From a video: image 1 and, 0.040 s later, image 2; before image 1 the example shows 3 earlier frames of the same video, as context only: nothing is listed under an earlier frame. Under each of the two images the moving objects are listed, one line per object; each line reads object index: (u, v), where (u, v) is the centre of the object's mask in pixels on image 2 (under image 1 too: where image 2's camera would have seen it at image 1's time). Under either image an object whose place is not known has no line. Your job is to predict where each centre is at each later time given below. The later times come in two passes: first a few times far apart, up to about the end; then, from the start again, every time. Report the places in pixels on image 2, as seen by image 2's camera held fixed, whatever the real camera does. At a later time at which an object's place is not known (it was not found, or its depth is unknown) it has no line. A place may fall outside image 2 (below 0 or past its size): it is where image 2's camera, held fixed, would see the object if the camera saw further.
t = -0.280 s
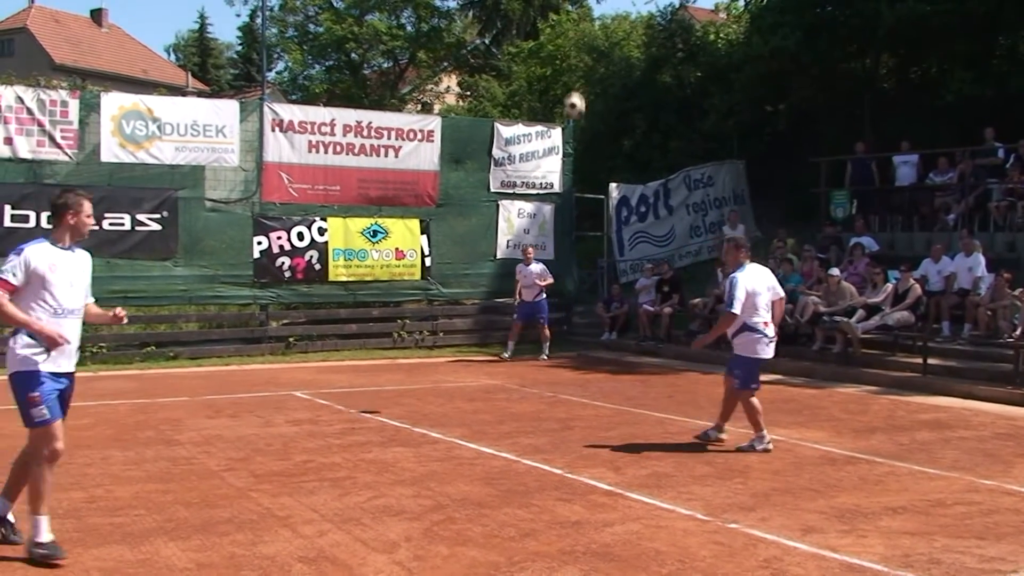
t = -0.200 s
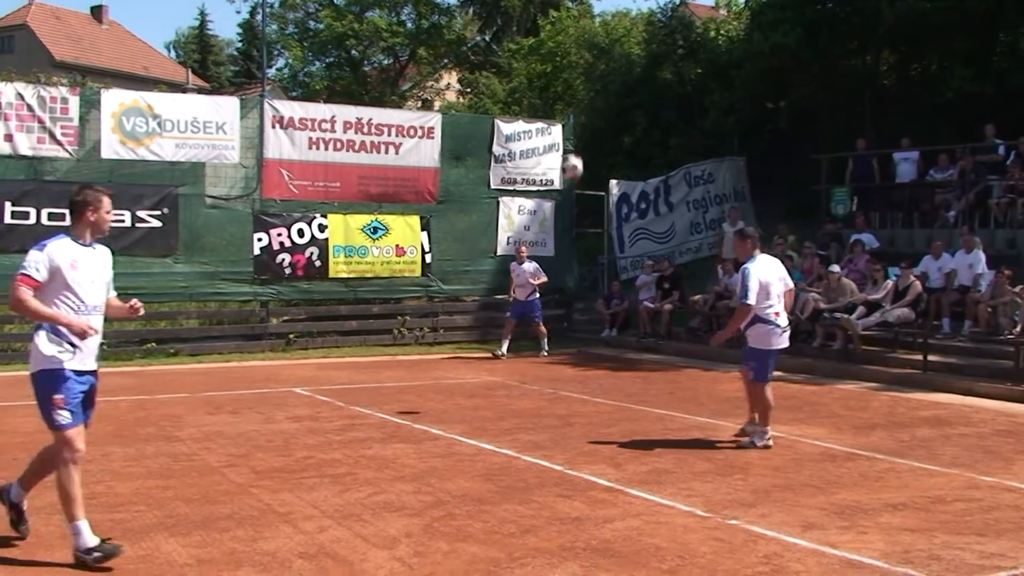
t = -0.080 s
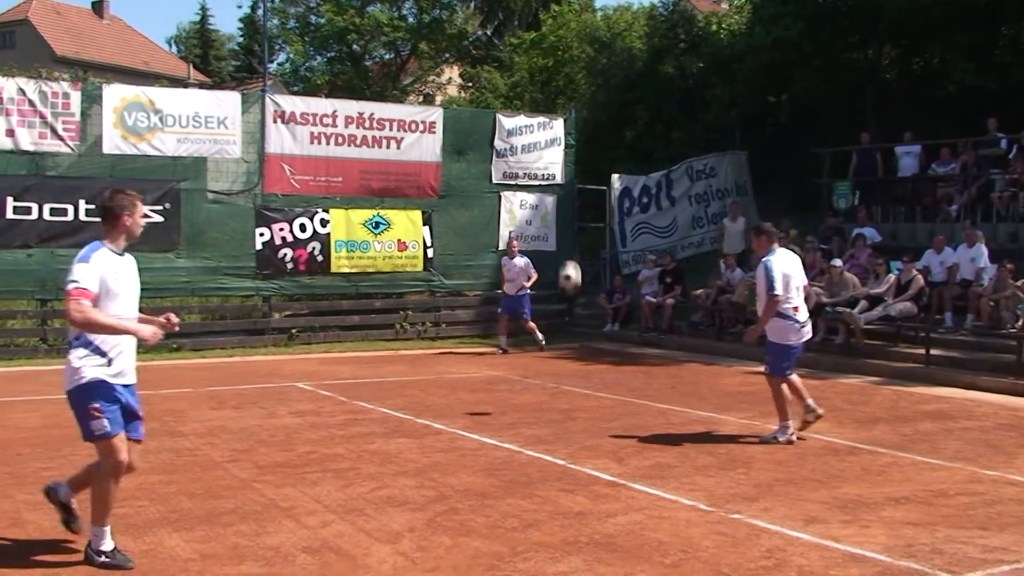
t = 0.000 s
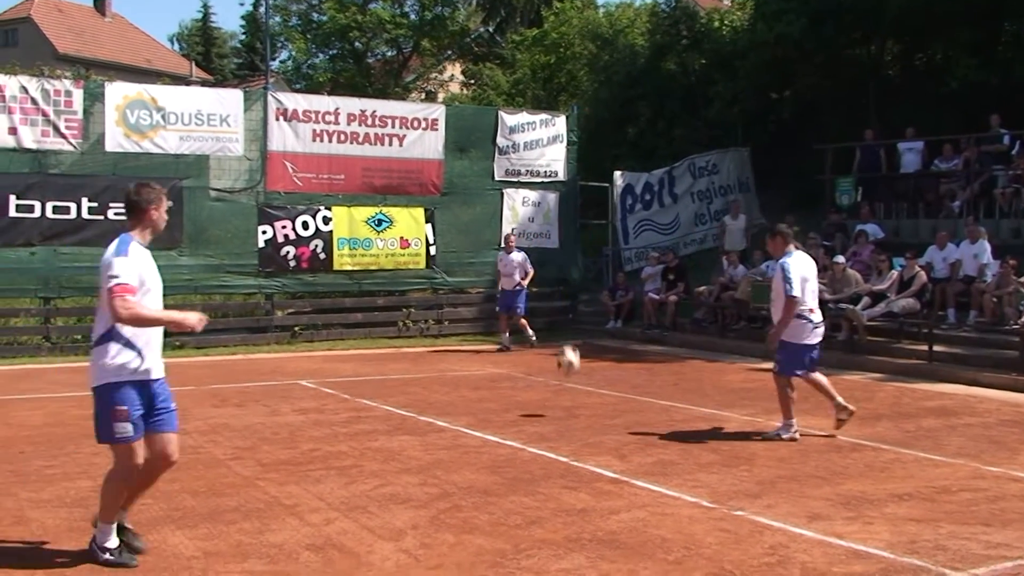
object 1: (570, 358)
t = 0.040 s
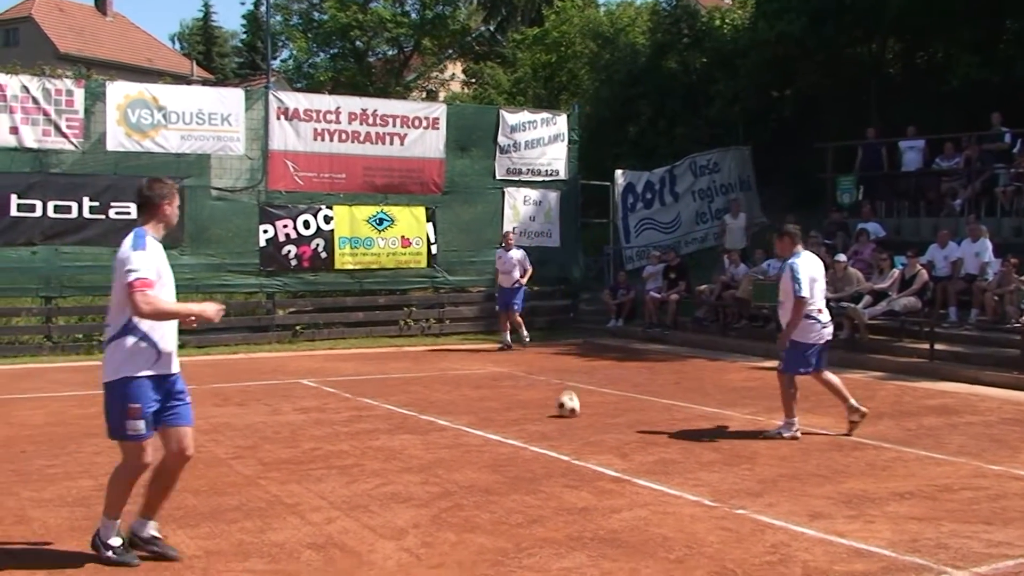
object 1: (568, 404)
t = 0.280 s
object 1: (607, 227)
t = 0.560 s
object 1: (657, 87)
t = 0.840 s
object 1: (706, 33)
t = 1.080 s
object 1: (747, 53)
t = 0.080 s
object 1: (575, 374)
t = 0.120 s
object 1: (581, 342)
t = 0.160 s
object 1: (587, 312)
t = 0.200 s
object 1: (594, 281)
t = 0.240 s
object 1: (600, 254)
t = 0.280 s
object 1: (607, 227)
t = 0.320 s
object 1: (614, 202)
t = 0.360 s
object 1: (621, 177)
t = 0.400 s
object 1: (628, 157)
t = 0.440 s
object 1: (635, 138)
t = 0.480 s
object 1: (642, 120)
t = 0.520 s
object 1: (649, 103)
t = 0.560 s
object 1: (657, 87)
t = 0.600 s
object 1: (663, 75)
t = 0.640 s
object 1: (670, 64)
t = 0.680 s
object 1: (677, 54)
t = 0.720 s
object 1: (684, 46)
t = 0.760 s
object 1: (691, 40)
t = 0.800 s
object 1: (698, 35)
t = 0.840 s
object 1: (706, 33)
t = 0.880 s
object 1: (712, 32)
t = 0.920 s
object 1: (719, 32)
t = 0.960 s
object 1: (727, 35)
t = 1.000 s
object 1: (734, 39)
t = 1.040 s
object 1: (741, 45)
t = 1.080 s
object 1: (747, 53)
